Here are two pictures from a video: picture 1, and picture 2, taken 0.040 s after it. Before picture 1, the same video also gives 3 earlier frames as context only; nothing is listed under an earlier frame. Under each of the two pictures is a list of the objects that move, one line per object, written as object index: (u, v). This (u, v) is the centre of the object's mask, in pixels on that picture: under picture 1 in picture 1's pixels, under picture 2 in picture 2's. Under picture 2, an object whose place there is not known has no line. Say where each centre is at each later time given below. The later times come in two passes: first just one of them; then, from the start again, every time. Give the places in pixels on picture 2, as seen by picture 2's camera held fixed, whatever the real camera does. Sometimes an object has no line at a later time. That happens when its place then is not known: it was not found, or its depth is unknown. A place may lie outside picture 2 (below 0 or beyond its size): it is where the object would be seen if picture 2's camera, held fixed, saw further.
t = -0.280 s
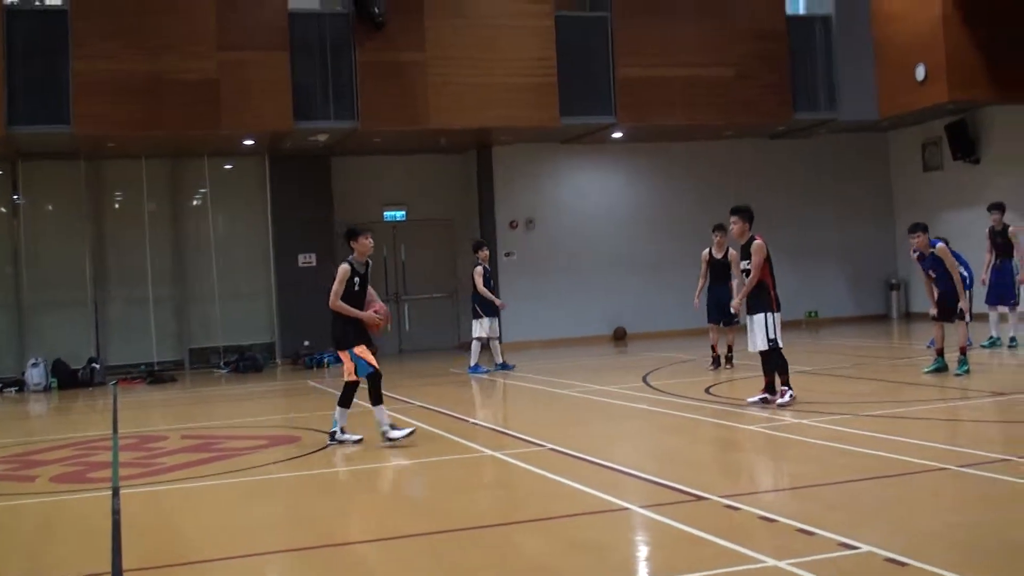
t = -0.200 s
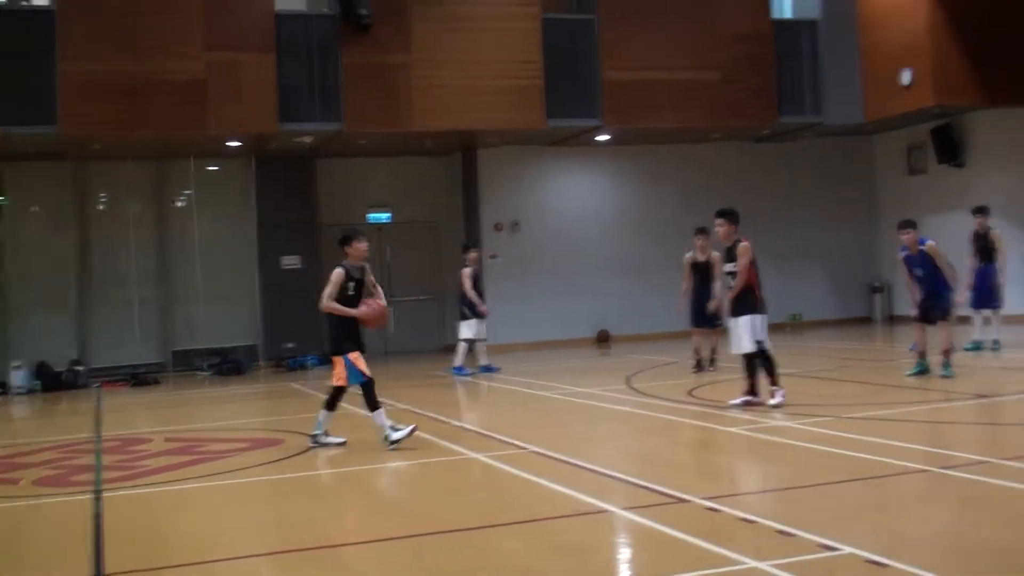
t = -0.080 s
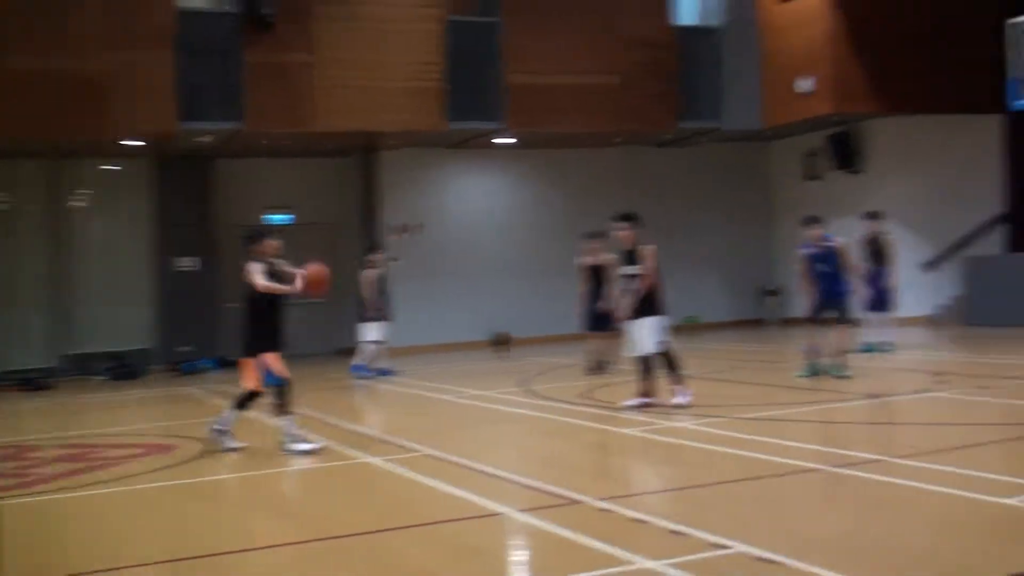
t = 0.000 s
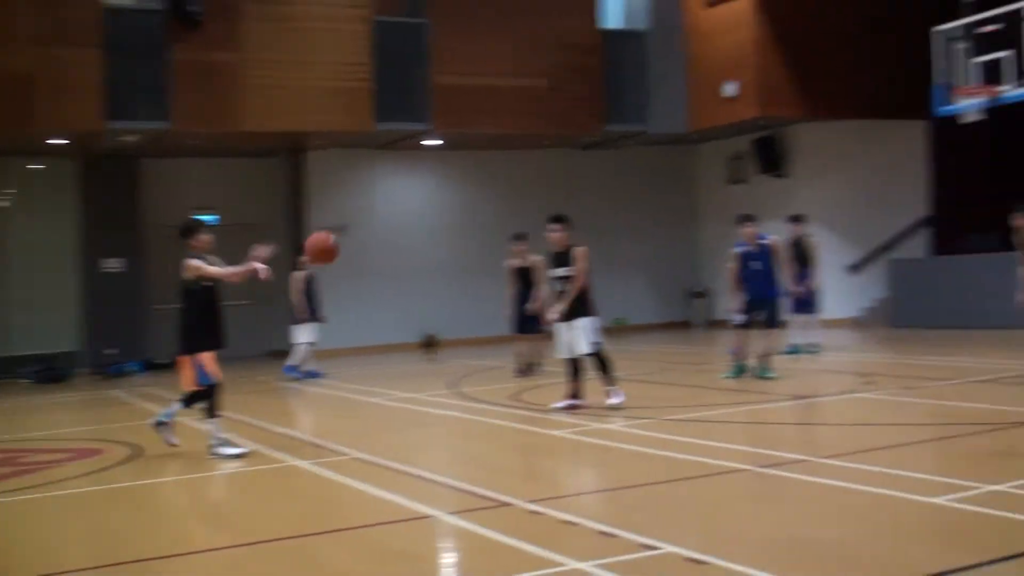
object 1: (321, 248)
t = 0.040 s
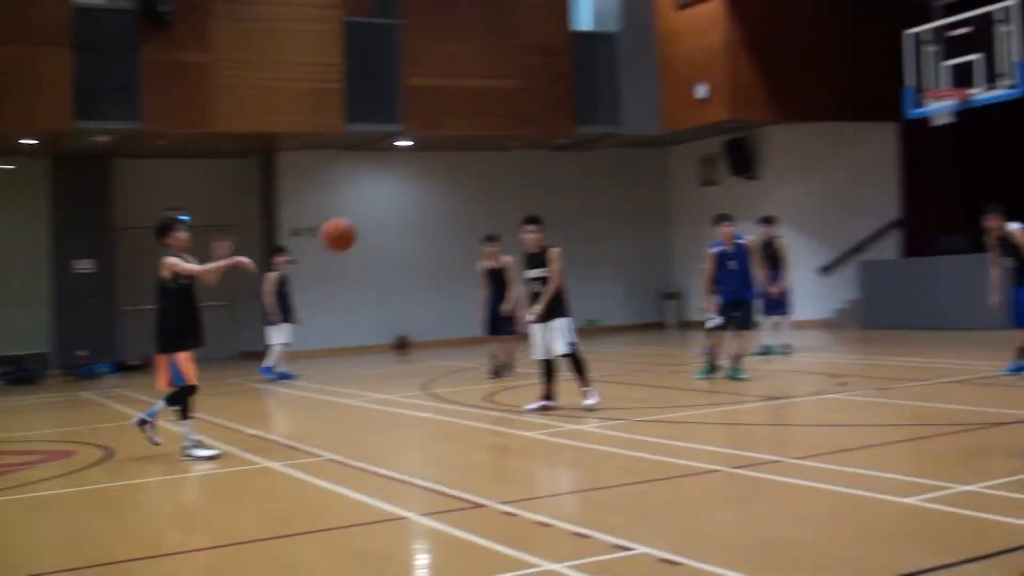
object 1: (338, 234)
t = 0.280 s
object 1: (638, 181)
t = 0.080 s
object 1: (385, 222)
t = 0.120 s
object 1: (433, 210)
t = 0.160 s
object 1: (481, 200)
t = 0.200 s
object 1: (532, 192)
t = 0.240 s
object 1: (584, 186)
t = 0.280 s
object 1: (638, 181)
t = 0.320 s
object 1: (693, 181)
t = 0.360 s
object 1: (751, 182)
